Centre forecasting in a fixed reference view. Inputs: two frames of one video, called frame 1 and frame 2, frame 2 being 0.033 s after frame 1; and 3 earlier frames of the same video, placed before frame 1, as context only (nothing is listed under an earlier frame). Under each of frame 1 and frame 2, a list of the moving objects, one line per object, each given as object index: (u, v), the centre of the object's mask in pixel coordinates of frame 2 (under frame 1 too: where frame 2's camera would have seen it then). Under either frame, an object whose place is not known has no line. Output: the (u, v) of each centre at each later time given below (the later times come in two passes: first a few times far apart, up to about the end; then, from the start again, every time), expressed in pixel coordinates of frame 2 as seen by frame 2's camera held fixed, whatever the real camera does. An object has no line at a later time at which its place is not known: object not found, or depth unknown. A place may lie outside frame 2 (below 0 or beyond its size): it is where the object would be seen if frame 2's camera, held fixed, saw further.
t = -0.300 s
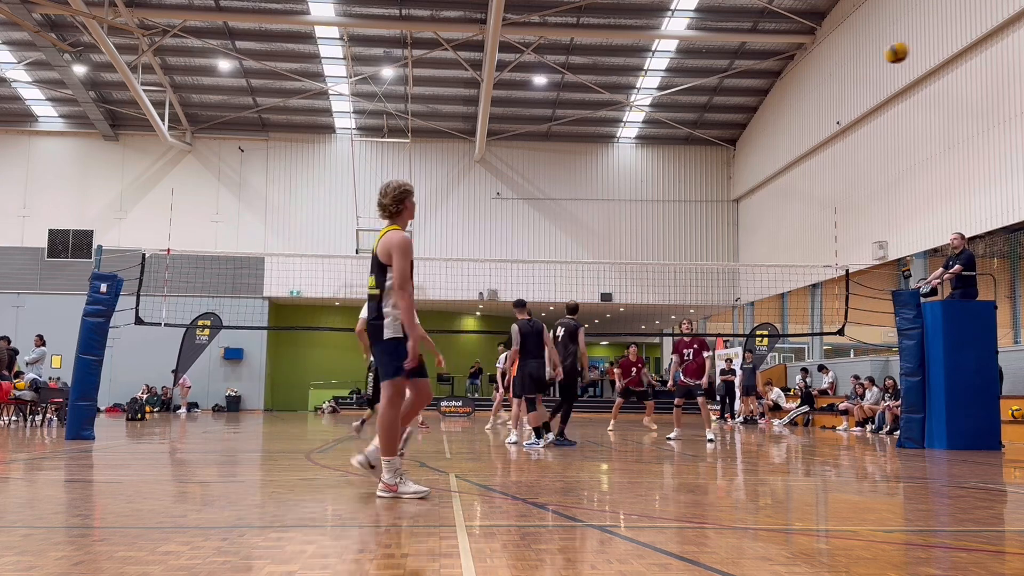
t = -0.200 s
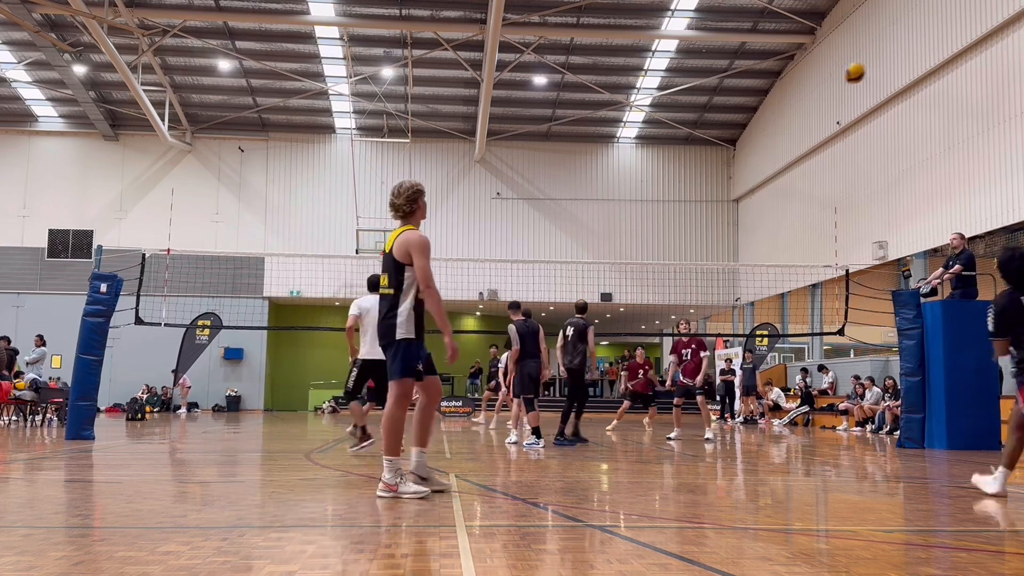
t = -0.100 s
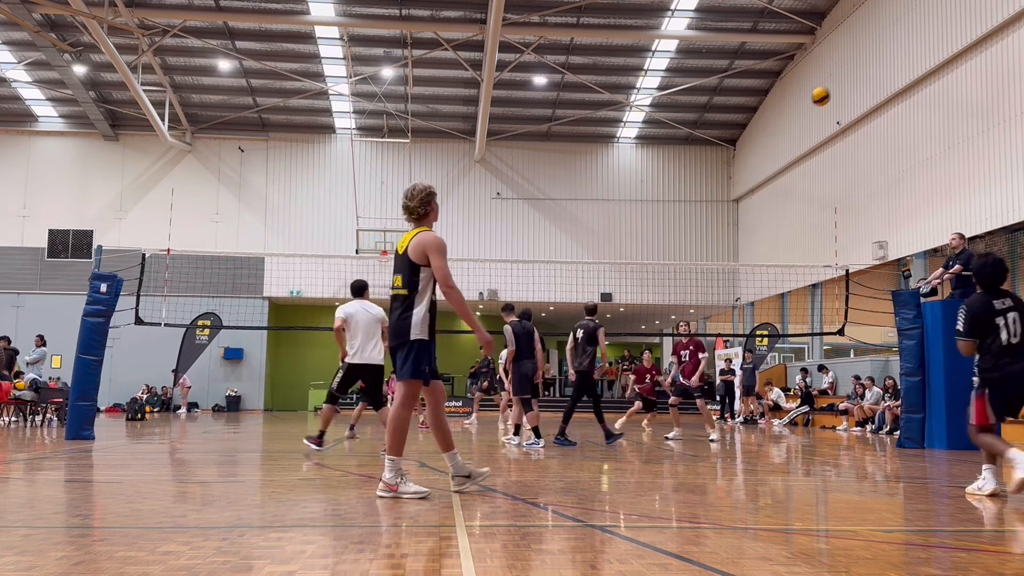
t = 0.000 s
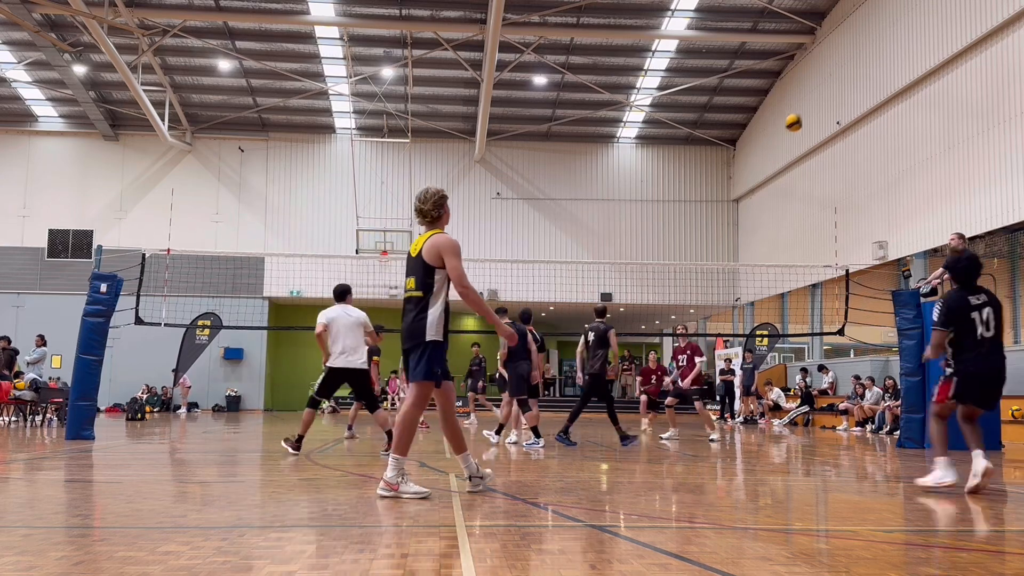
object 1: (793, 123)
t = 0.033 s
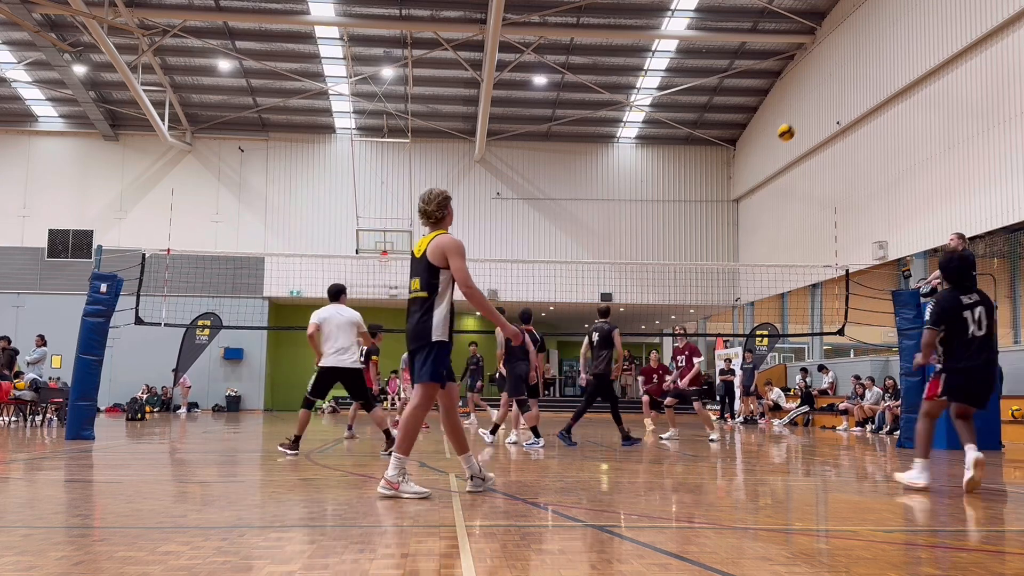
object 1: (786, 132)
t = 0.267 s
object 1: (744, 203)
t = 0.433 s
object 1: (724, 259)
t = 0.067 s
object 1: (779, 142)
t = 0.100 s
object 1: (772, 152)
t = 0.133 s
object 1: (766, 162)
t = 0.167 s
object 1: (760, 172)
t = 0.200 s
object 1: (754, 182)
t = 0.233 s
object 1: (749, 193)
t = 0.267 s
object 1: (744, 203)
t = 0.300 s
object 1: (740, 215)
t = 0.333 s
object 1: (736, 225)
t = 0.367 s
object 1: (731, 237)
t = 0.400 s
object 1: (727, 249)
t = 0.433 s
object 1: (724, 259)
